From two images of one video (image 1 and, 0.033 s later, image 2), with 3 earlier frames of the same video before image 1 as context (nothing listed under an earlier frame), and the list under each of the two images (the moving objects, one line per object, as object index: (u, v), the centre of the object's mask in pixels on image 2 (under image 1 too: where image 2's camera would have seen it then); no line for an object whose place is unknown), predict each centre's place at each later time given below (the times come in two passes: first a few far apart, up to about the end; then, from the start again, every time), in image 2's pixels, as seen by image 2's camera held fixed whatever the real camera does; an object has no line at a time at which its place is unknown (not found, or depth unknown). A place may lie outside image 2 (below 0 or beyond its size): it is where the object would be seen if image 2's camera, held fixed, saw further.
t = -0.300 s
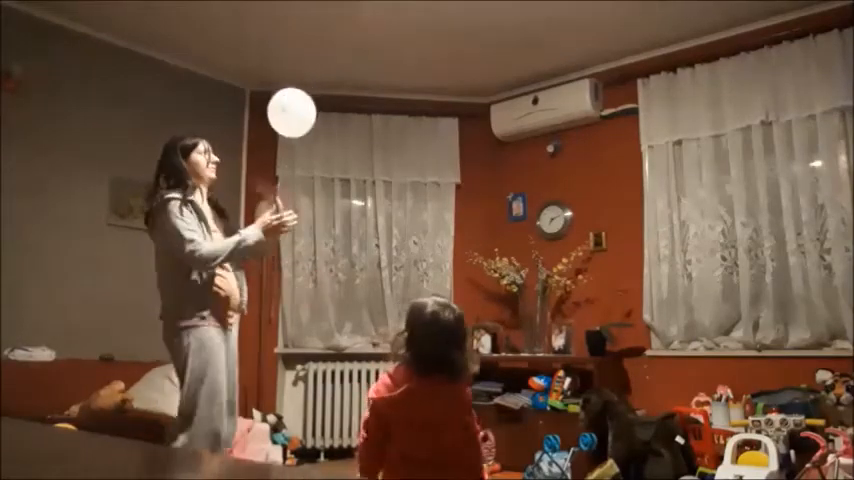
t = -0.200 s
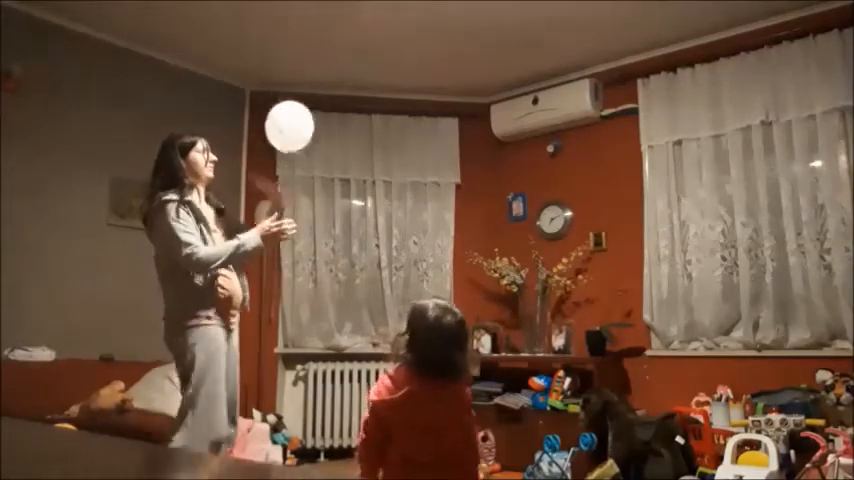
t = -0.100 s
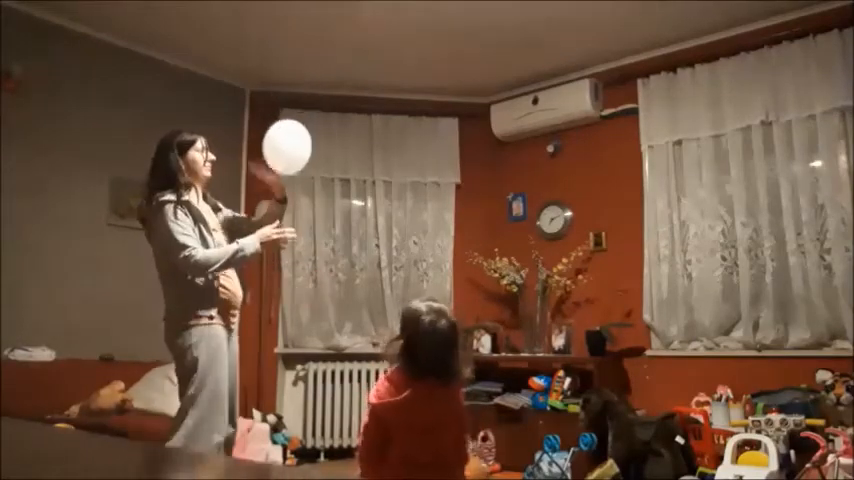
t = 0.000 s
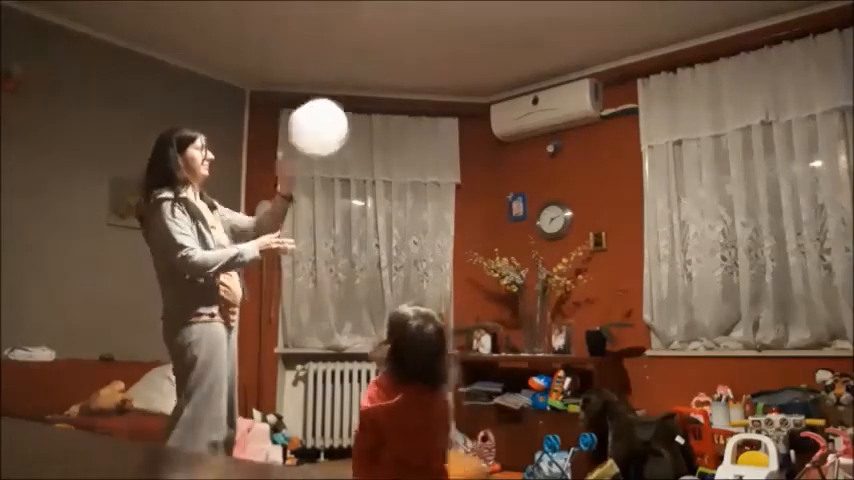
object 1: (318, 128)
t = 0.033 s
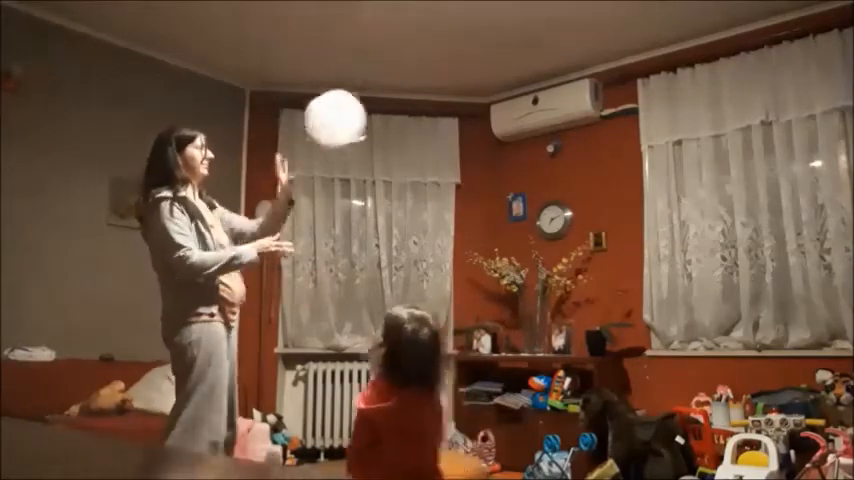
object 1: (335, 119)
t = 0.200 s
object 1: (406, 89)
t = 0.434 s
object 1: (465, 93)
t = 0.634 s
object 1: (490, 131)
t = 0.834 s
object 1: (498, 188)
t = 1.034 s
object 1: (495, 260)
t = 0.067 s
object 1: (352, 111)
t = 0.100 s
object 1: (367, 104)
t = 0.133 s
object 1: (380, 98)
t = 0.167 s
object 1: (394, 93)
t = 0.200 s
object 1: (406, 89)
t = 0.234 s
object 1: (417, 86)
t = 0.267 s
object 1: (427, 85)
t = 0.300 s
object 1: (436, 85)
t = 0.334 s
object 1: (444, 85)
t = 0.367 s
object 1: (452, 87)
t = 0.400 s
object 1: (459, 89)
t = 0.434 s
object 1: (465, 93)
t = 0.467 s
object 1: (471, 97)
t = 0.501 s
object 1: (476, 103)
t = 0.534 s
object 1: (481, 109)
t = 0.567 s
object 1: (485, 116)
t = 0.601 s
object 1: (488, 123)
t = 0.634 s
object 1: (490, 131)
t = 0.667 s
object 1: (492, 139)
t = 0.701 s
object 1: (493, 148)
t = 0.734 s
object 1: (495, 157)
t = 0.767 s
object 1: (496, 167)
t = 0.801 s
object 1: (497, 177)
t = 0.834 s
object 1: (498, 188)
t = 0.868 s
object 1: (498, 200)
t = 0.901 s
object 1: (498, 211)
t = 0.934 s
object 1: (498, 223)
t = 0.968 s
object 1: (497, 236)
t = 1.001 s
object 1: (496, 248)
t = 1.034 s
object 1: (495, 260)
